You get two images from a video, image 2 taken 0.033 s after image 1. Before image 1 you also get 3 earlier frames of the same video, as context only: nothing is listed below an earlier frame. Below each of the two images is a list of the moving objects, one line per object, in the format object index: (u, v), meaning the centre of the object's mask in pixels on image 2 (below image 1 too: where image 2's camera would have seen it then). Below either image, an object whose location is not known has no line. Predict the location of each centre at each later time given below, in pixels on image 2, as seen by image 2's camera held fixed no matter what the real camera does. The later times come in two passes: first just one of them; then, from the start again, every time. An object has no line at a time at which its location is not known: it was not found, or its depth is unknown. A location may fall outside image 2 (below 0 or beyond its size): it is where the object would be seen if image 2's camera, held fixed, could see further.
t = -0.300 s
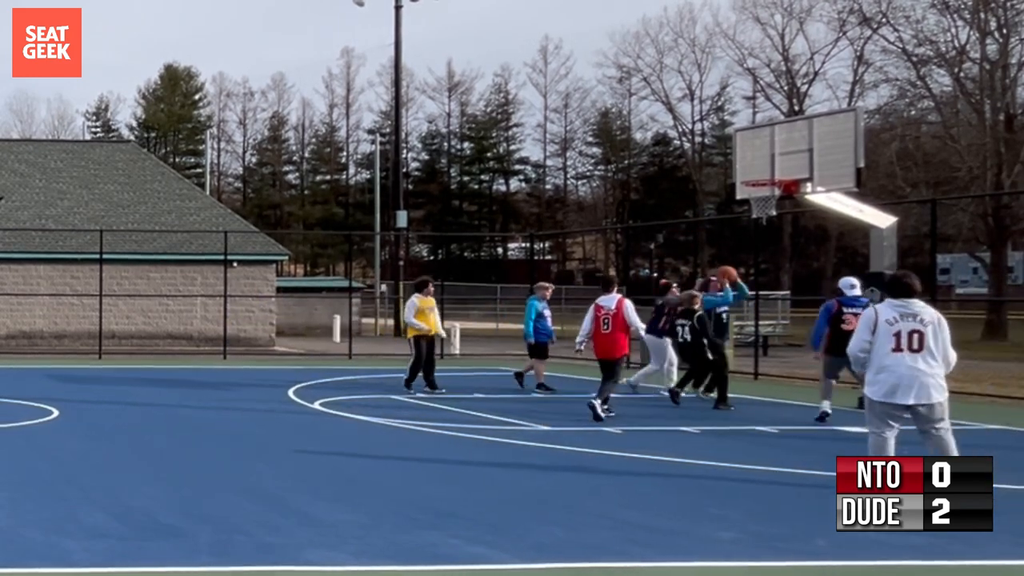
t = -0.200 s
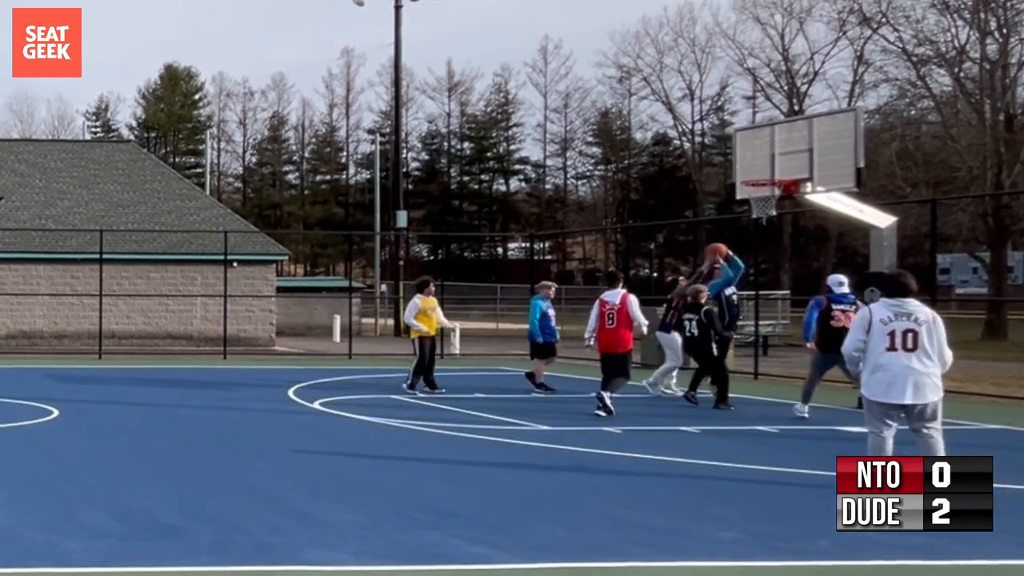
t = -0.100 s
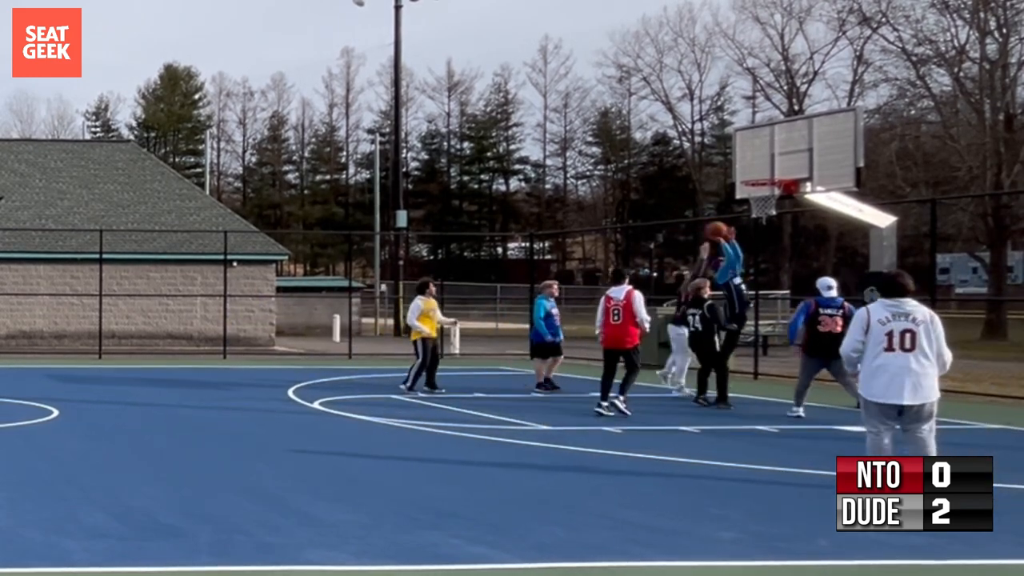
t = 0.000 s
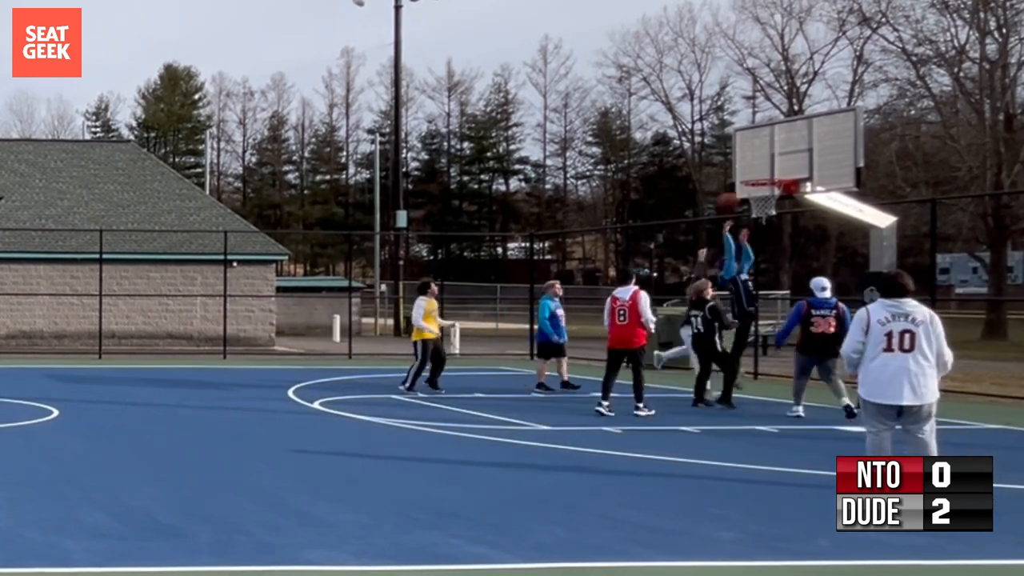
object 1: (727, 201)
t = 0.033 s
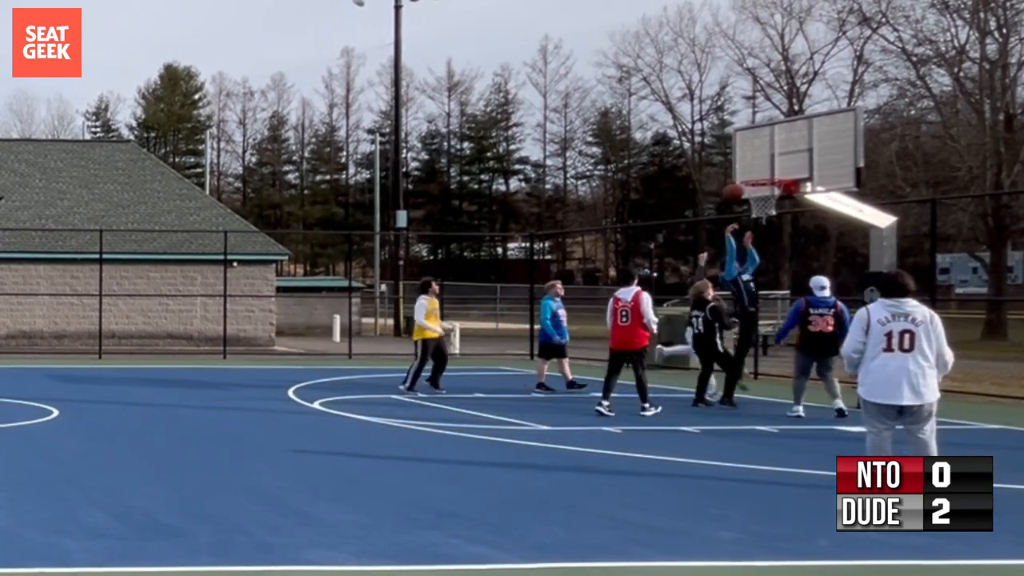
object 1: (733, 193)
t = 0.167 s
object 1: (755, 162)
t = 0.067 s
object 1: (738, 183)
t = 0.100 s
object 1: (744, 175)
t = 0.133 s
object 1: (750, 168)
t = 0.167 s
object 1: (755, 162)
